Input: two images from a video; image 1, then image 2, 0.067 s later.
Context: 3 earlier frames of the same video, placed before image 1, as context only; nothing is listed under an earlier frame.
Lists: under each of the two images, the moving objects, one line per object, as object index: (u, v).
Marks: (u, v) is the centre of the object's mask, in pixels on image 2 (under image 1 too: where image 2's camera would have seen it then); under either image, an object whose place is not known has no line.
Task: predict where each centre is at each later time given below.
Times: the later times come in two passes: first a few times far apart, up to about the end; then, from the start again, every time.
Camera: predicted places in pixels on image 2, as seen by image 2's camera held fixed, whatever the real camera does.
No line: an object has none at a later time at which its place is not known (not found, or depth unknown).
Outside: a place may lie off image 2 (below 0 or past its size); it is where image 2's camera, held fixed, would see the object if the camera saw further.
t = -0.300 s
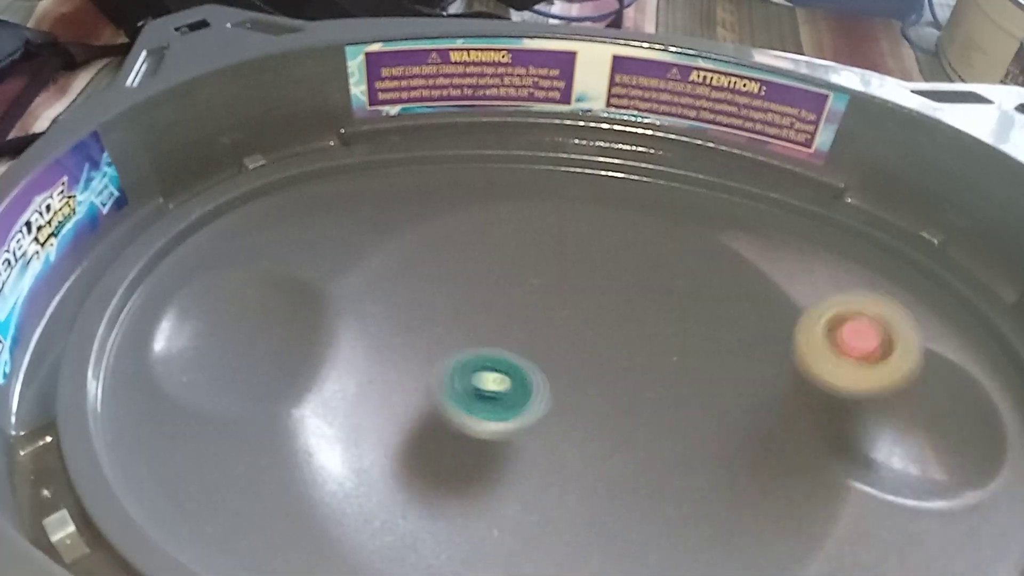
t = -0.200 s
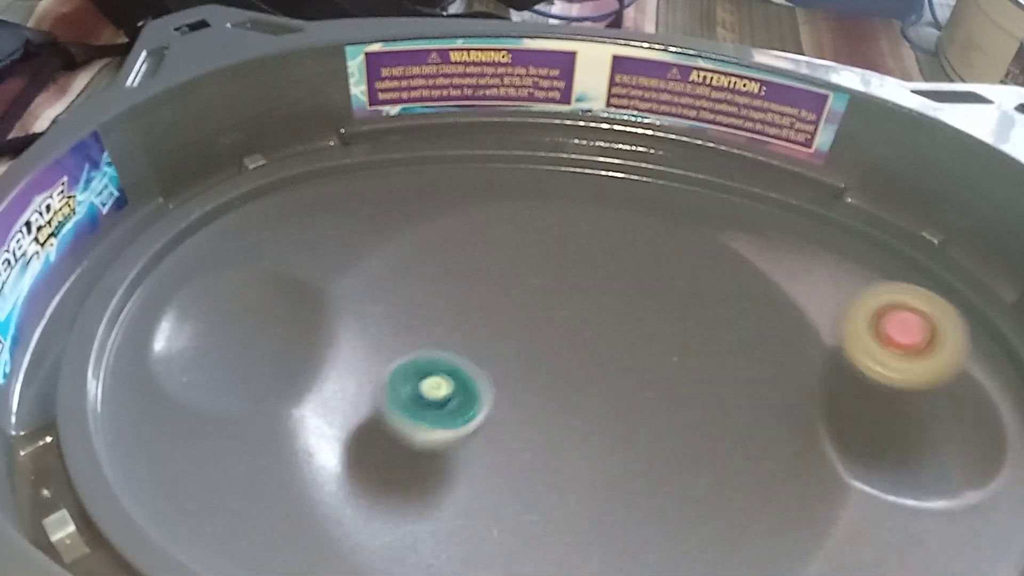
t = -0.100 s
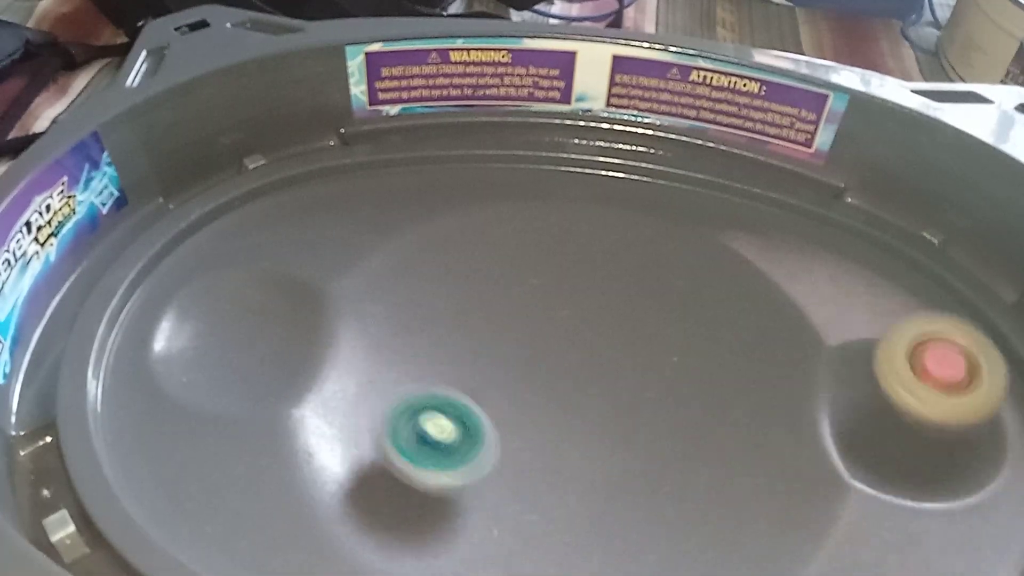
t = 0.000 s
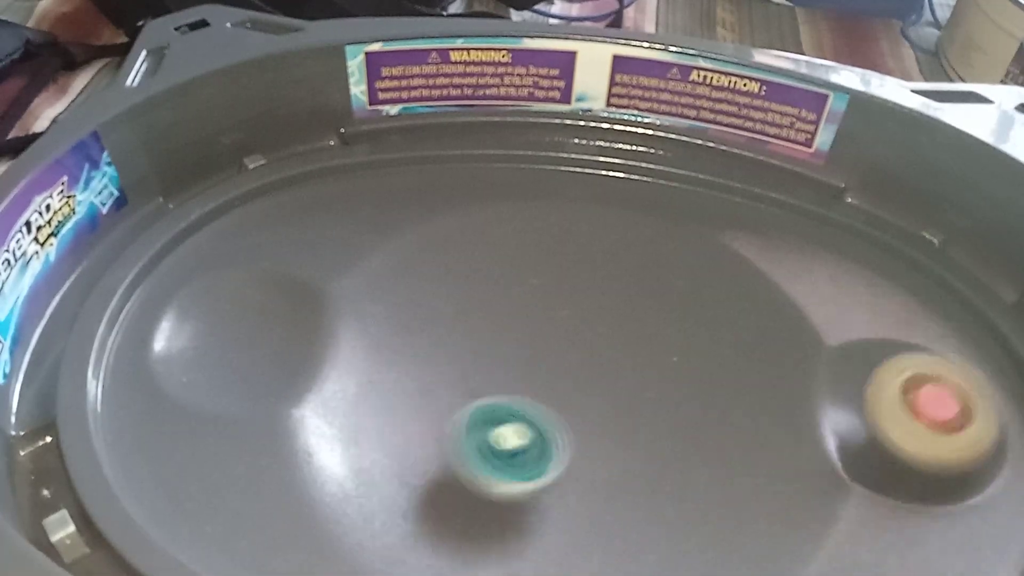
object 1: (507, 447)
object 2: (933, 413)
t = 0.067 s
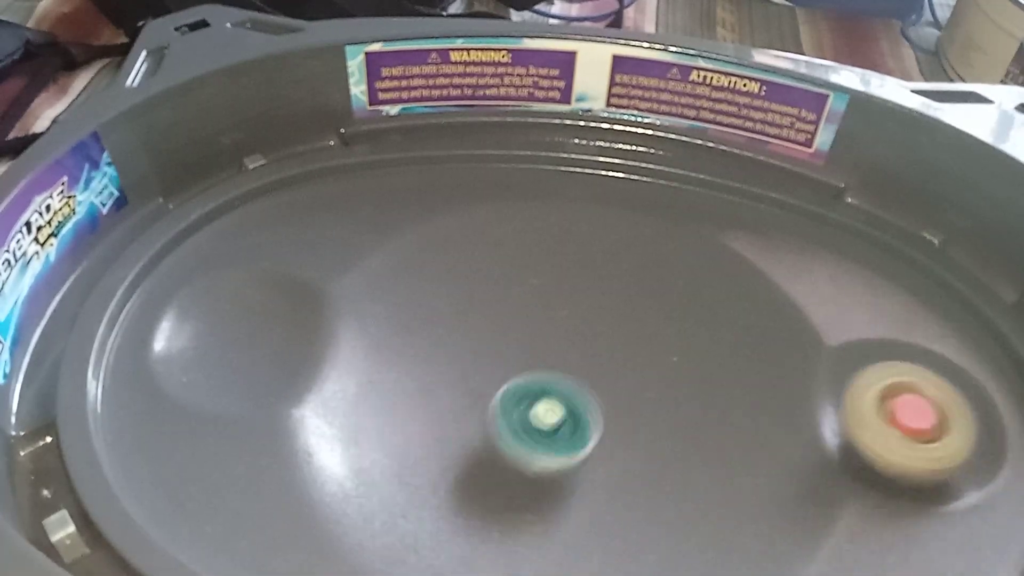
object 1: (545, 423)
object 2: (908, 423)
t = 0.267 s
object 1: (543, 322)
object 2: (847, 400)
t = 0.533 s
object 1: (487, 366)
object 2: (646, 521)
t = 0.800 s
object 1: (663, 364)
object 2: (404, 436)
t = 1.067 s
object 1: (590, 317)
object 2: (445, 344)
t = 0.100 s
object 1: (556, 406)
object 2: (896, 422)
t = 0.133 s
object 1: (562, 388)
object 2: (884, 419)
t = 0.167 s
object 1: (563, 371)
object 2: (872, 414)
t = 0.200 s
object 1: (560, 353)
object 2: (862, 407)
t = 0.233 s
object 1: (554, 336)
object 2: (854, 402)
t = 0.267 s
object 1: (543, 322)
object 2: (847, 400)
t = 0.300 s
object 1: (531, 311)
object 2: (840, 402)
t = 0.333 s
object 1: (515, 303)
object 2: (830, 411)
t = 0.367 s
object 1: (498, 300)
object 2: (811, 428)
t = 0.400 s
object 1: (482, 303)
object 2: (787, 449)
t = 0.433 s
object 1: (471, 313)
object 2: (759, 471)
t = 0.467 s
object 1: (467, 329)
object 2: (725, 492)
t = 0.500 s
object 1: (472, 348)
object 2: (686, 511)
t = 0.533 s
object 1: (487, 366)
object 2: (646, 521)
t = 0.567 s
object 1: (508, 379)
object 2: (604, 526)
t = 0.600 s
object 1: (533, 389)
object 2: (557, 525)
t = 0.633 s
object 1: (558, 395)
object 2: (514, 520)
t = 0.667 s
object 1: (583, 396)
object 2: (477, 511)
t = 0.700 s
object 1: (608, 393)
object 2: (447, 495)
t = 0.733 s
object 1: (629, 387)
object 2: (424, 475)
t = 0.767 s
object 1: (647, 377)
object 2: (410, 456)
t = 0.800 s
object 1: (663, 364)
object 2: (404, 436)
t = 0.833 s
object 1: (673, 351)
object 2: (402, 418)
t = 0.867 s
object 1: (677, 336)
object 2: (405, 404)
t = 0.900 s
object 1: (675, 322)
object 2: (410, 391)
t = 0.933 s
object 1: (666, 310)
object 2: (416, 379)
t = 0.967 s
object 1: (653, 302)
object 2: (424, 370)
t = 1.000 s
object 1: (627, 298)
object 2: (424, 359)
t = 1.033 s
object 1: (608, 304)
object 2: (433, 351)
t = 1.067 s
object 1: (590, 317)
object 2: (445, 344)
